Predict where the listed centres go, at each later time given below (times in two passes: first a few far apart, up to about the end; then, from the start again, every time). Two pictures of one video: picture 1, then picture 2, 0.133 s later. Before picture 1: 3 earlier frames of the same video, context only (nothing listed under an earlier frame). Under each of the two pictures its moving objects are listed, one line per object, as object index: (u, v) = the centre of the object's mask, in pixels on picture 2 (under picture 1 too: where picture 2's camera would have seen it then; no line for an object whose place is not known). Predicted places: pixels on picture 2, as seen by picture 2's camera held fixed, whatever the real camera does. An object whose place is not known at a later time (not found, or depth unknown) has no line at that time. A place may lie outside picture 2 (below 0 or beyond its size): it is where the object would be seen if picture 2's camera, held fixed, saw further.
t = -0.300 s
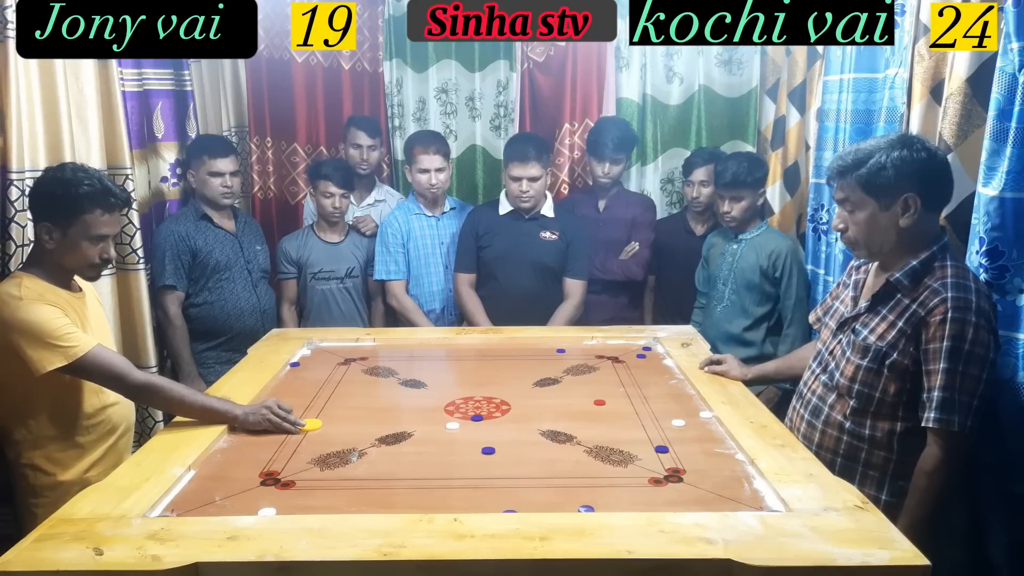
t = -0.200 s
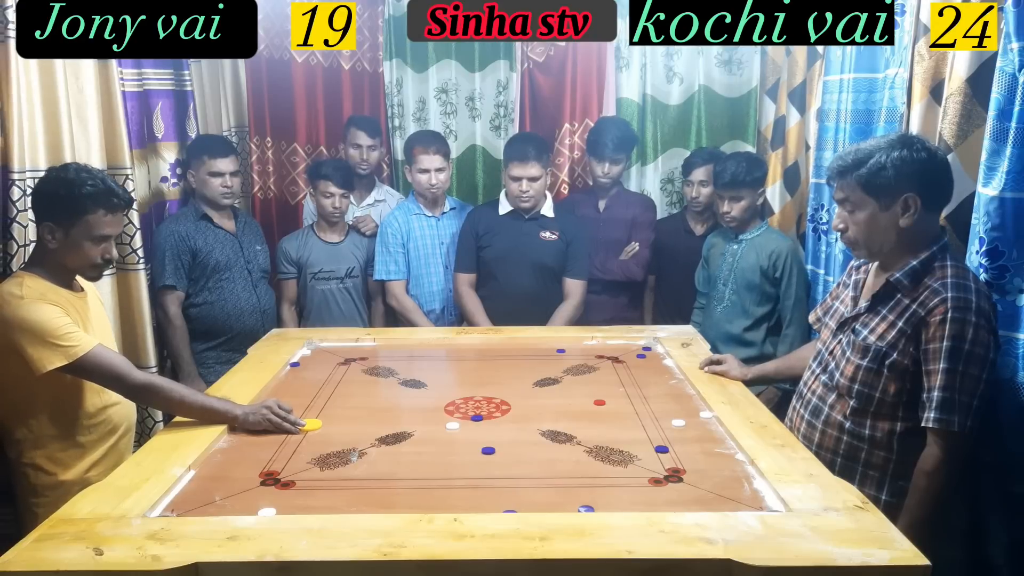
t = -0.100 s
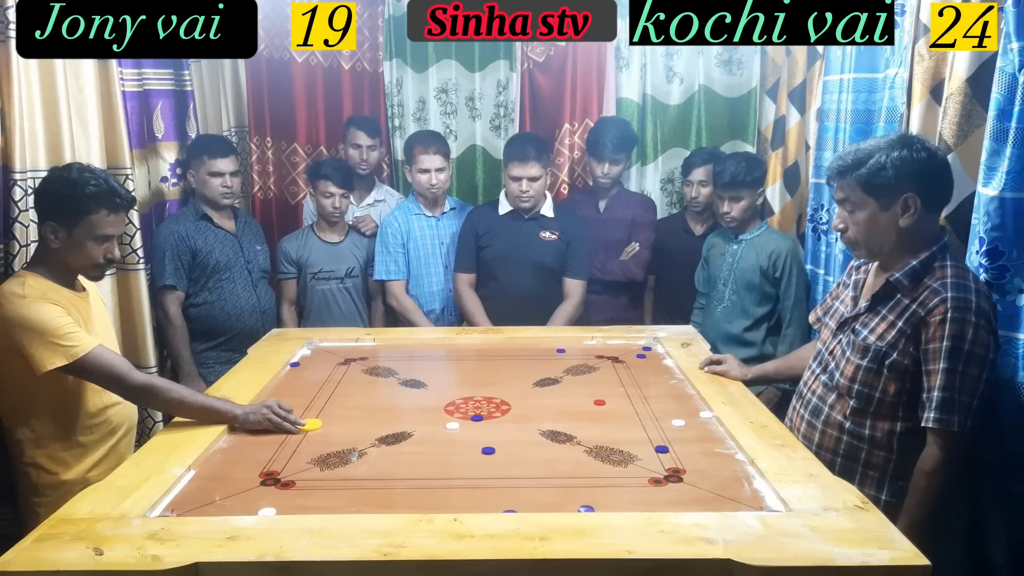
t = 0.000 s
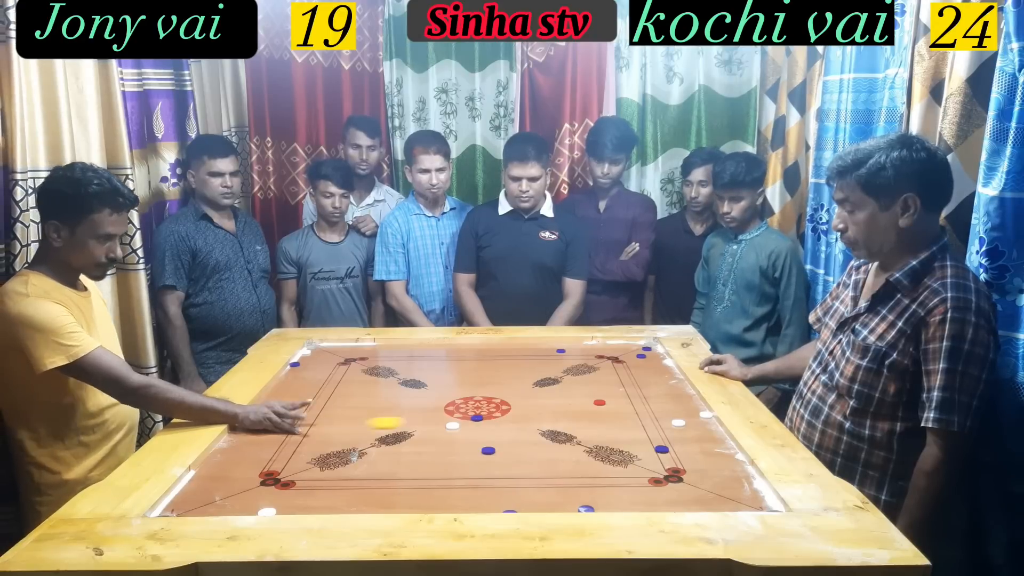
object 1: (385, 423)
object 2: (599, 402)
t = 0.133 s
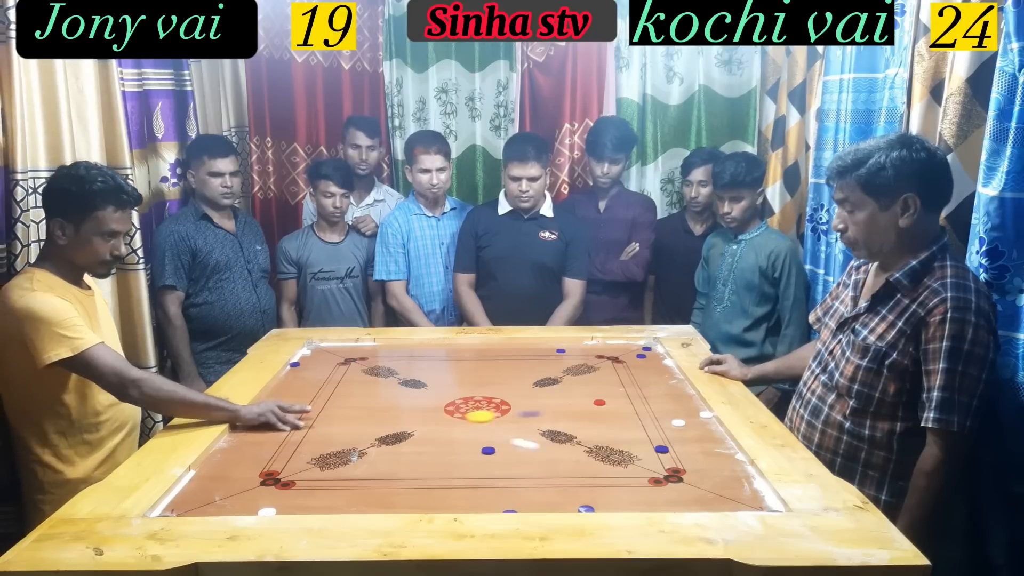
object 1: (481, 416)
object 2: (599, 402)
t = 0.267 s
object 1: (536, 410)
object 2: (599, 402)
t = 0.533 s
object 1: (607, 402)
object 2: (629, 417)
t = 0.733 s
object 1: (634, 399)
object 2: (671, 444)
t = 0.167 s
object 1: (495, 415)
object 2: (599, 402)
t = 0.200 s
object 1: (509, 413)
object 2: (599, 402)
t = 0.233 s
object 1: (523, 412)
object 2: (599, 402)
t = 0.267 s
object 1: (536, 410)
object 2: (599, 402)
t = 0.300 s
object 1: (548, 409)
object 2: (599, 402)
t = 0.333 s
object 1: (560, 407)
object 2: (599, 402)
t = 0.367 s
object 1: (571, 406)
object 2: (599, 403)
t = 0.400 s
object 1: (582, 405)
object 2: (600, 402)
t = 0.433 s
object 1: (590, 404)
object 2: (609, 403)
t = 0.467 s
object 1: (596, 403)
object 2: (615, 408)
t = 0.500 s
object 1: (602, 403)
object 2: (622, 413)
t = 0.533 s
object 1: (607, 402)
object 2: (629, 417)
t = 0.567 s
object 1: (613, 401)
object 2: (637, 422)
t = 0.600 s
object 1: (618, 401)
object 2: (644, 427)
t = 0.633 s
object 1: (622, 400)
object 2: (651, 431)
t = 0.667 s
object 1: (626, 400)
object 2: (658, 436)
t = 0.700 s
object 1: (630, 399)
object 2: (664, 440)
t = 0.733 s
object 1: (634, 399)
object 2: (671, 444)
